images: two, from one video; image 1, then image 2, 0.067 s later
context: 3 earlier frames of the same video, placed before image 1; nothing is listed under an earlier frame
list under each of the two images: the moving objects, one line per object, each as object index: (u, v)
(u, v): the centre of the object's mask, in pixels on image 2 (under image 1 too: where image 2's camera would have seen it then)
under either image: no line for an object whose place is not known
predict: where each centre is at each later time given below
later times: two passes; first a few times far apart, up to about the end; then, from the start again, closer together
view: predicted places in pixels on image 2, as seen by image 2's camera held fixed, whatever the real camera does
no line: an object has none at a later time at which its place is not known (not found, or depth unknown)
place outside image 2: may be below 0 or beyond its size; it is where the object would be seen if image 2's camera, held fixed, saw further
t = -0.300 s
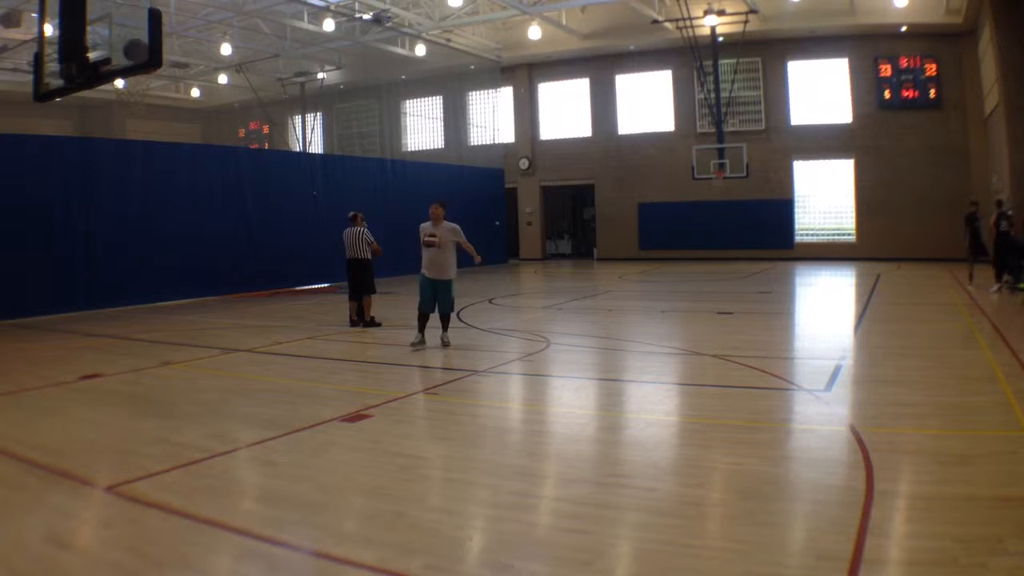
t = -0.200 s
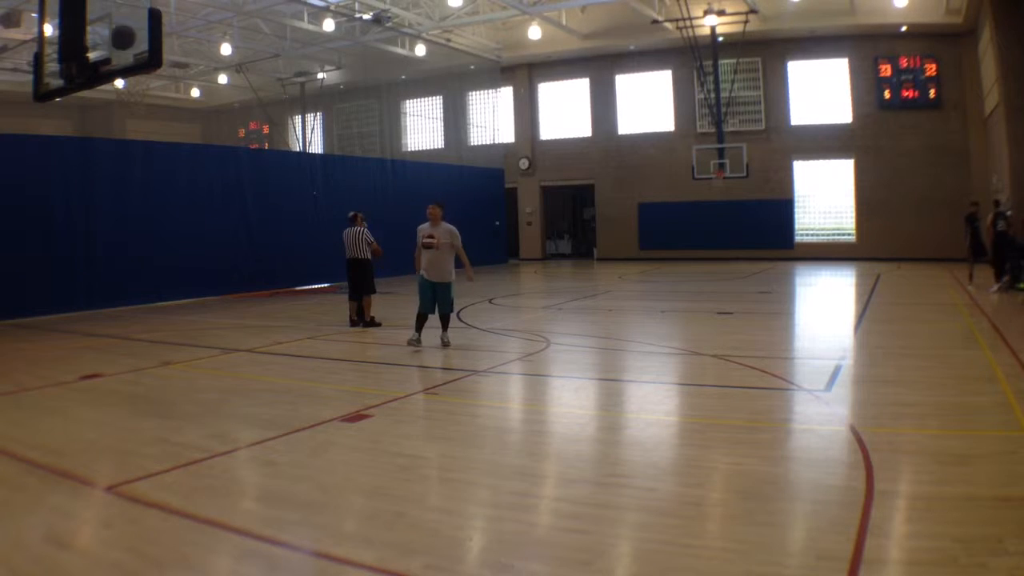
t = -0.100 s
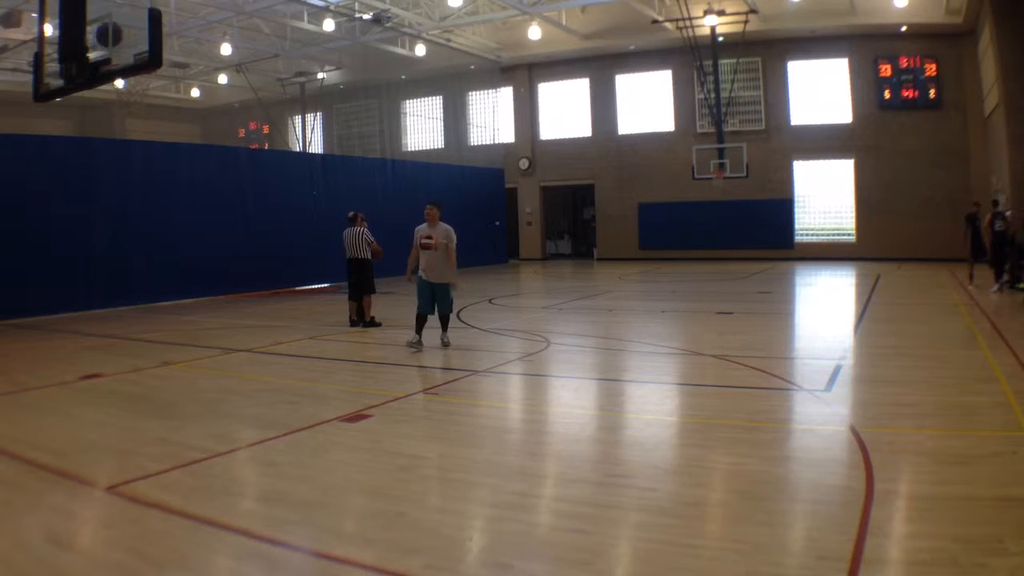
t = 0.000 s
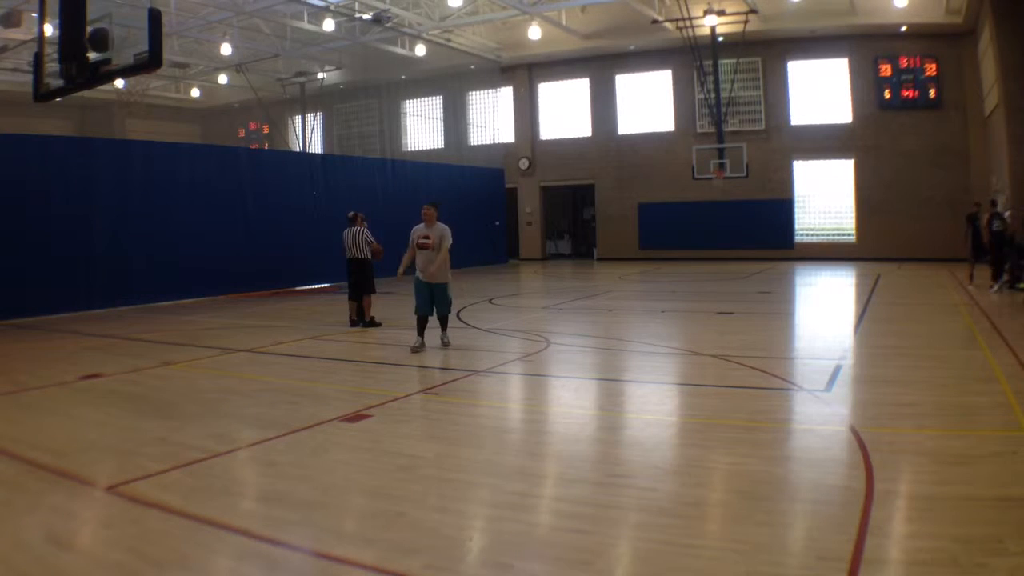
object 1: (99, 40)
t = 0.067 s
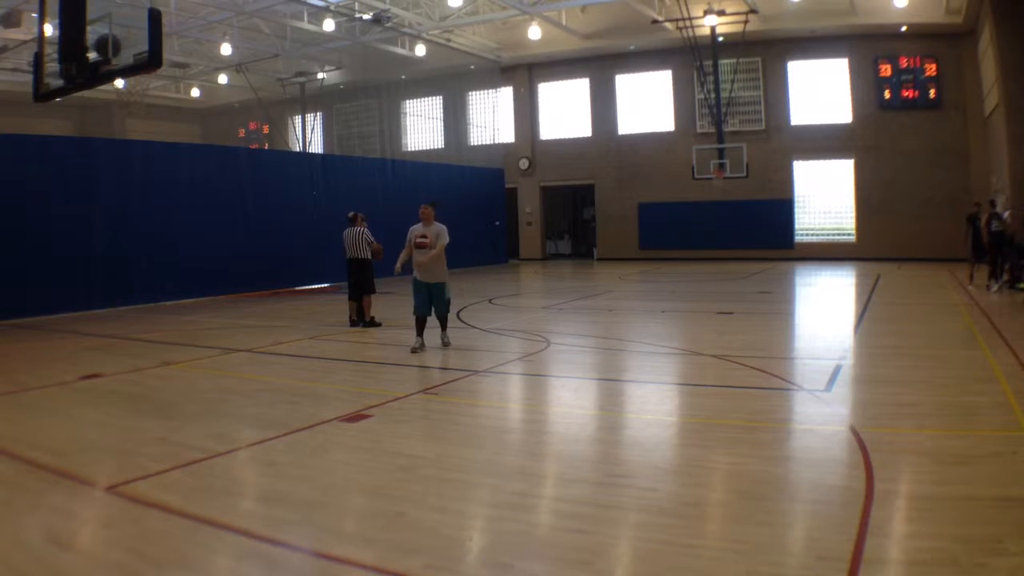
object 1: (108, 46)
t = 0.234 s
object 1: (128, 84)
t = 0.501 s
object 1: (149, 136)
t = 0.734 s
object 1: (170, 243)
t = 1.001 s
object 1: (193, 373)
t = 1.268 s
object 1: (191, 260)
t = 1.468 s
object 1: (193, 224)
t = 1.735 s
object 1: (198, 246)
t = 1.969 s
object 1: (209, 343)
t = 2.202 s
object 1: (217, 369)
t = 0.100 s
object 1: (112, 51)
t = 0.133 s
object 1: (118, 54)
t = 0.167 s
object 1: (119, 57)
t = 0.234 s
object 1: (128, 84)
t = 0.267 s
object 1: (132, 89)
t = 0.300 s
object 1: (135, 94)
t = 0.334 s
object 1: (137, 99)
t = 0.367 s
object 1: (140, 103)
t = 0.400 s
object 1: (142, 110)
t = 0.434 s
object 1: (144, 118)
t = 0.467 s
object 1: (146, 127)
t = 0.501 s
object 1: (149, 136)
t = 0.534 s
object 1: (153, 146)
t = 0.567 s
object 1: (155, 160)
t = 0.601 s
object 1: (159, 173)
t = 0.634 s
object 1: (161, 189)
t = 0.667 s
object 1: (164, 206)
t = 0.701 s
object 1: (166, 223)
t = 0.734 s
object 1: (170, 243)
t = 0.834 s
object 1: (179, 311)
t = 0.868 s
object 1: (183, 334)
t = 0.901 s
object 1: (187, 359)
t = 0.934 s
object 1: (192, 385)
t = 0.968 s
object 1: (194, 392)
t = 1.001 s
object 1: (193, 373)
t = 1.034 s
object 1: (192, 356)
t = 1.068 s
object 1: (192, 339)
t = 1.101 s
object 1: (191, 325)
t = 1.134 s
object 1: (191, 310)
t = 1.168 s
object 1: (191, 295)
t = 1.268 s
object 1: (191, 260)
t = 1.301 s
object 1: (191, 252)
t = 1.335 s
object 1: (191, 243)
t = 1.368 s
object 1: (191, 237)
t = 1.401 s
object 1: (192, 231)
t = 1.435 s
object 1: (192, 226)
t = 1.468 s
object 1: (193, 224)
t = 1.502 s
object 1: (193, 222)
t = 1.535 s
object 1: (193, 222)
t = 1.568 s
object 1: (194, 222)
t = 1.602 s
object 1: (194, 225)
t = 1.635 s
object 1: (195, 228)
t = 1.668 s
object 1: (196, 233)
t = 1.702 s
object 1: (198, 240)
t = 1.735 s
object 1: (198, 246)
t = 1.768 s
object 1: (201, 255)
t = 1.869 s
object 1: (204, 293)
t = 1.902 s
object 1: (205, 309)
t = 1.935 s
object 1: (207, 326)
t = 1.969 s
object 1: (209, 343)
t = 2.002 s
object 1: (211, 363)
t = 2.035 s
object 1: (214, 383)
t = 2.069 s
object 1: (216, 405)
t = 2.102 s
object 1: (217, 412)
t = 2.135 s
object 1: (217, 397)
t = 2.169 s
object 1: (217, 383)
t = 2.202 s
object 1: (217, 369)
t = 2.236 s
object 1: (217, 357)
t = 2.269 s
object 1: (217, 347)
